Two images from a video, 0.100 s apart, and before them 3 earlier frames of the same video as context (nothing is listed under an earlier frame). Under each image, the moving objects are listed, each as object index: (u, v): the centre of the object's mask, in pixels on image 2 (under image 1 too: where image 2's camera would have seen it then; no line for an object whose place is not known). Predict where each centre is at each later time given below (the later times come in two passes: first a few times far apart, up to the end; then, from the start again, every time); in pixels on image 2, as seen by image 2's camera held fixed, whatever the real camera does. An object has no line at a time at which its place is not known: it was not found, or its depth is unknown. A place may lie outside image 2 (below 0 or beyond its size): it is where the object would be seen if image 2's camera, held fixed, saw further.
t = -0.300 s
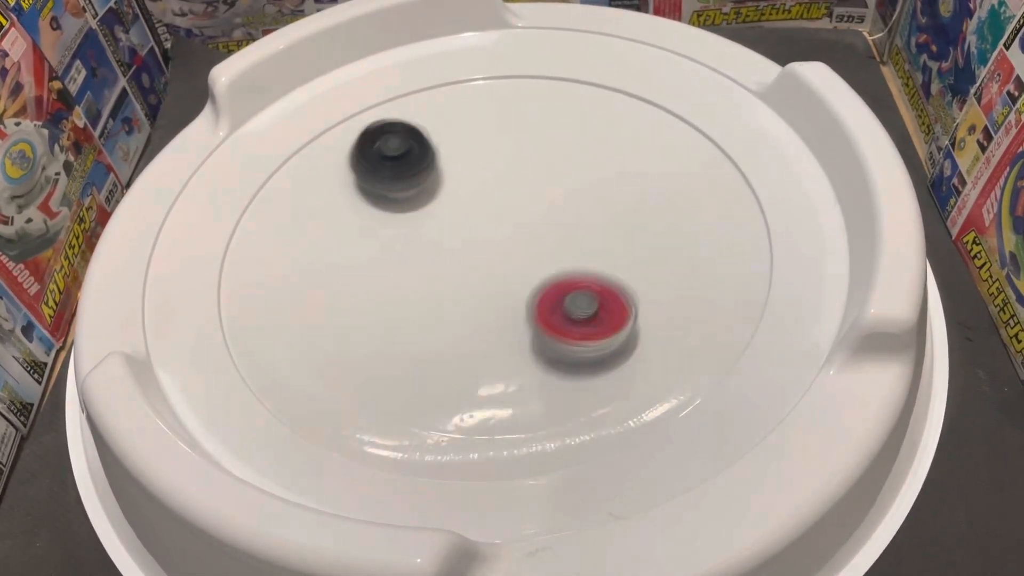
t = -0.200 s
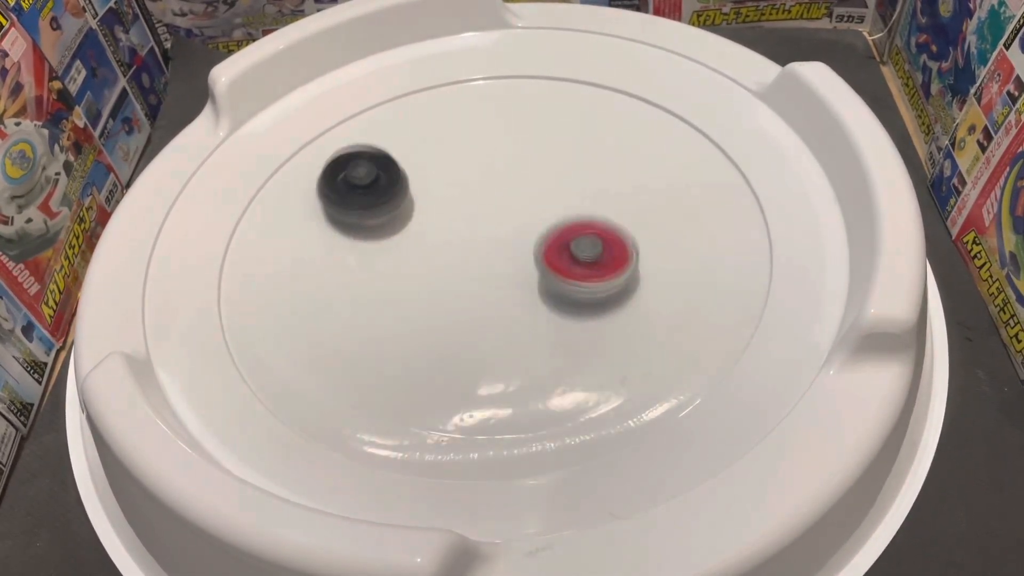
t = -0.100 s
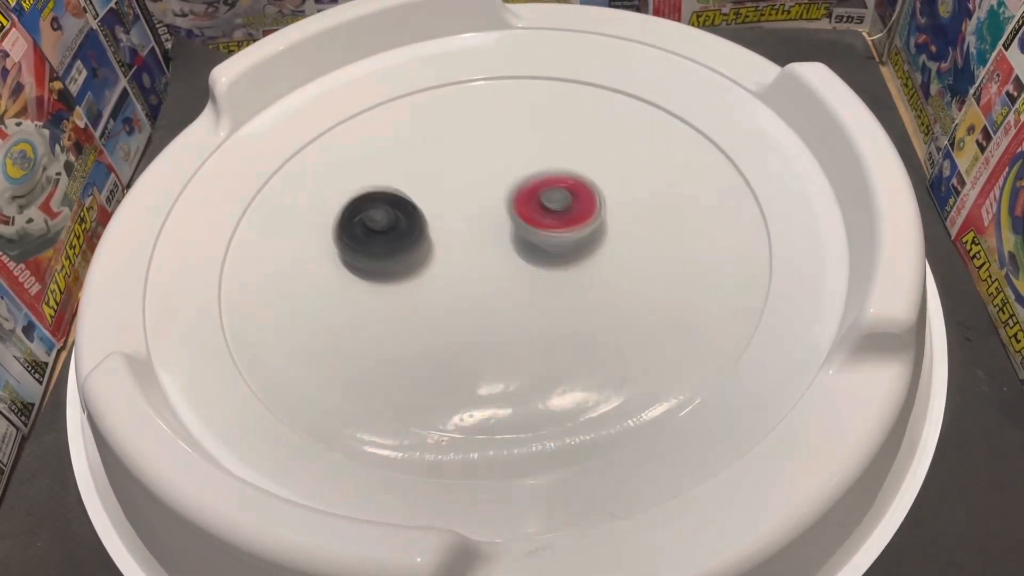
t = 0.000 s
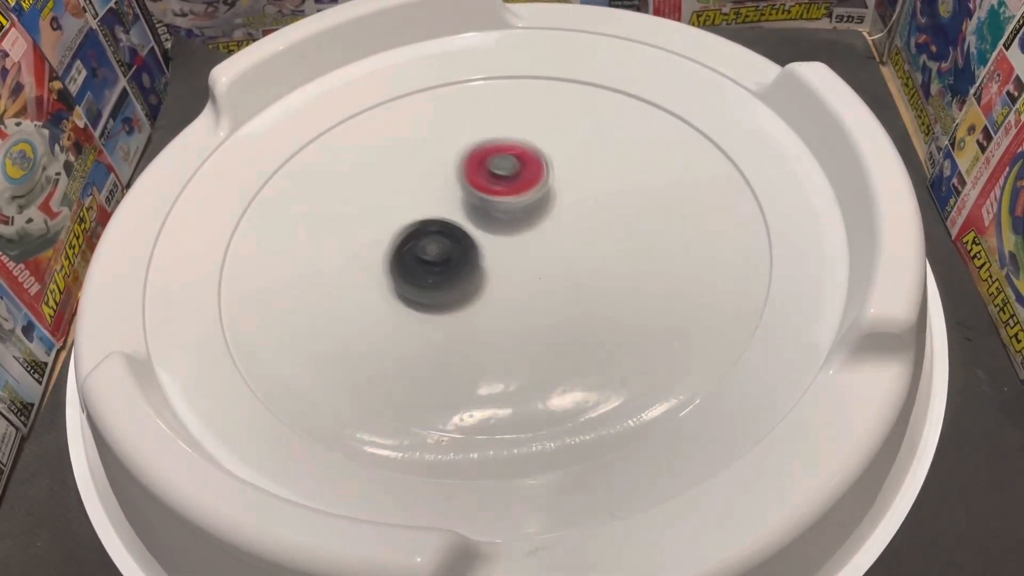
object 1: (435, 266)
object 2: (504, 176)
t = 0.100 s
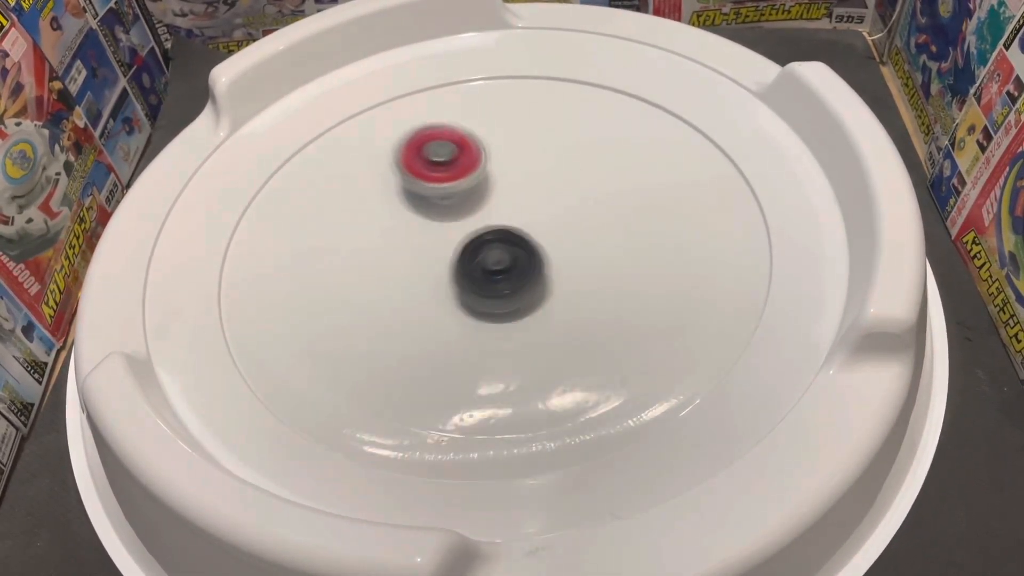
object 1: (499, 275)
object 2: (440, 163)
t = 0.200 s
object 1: (561, 266)
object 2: (379, 173)
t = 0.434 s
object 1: (636, 201)
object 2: (366, 276)
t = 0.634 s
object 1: (555, 197)
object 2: (513, 298)
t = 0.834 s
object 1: (476, 273)
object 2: (630, 226)
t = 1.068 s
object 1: (488, 355)
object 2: (588, 145)
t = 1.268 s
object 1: (558, 325)
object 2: (477, 200)
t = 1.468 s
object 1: (561, 265)
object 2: (359, 258)
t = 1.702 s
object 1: (467, 230)
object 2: (253, 333)
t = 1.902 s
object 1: (392, 259)
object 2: (351, 380)
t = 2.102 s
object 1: (420, 223)
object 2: (516, 397)
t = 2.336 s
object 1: (425, 141)
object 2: (693, 355)
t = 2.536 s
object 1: (441, 147)
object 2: (743, 262)
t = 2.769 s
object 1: (517, 209)
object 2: (653, 186)
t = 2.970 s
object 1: (549, 269)
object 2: (574, 151)
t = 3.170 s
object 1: (571, 322)
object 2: (477, 143)
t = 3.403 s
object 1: (572, 355)
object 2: (399, 207)
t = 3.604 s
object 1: (516, 326)
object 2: (414, 286)
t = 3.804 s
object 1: (496, 288)
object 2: (395, 308)
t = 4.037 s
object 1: (497, 212)
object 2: (438, 296)
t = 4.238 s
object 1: (505, 164)
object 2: (469, 239)
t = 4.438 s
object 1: (550, 124)
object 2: (419, 269)
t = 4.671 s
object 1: (554, 172)
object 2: (449, 319)
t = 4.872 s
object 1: (523, 223)
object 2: (515, 297)
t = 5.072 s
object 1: (469, 206)
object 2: (536, 277)
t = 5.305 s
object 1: (428, 185)
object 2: (506, 234)
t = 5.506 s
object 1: (420, 196)
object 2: (492, 234)
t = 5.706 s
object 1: (445, 231)
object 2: (528, 267)
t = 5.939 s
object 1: (454, 281)
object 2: (557, 289)
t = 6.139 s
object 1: (435, 314)
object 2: (534, 277)
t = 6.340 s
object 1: (431, 323)
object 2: (502, 257)
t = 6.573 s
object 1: (456, 293)
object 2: (506, 214)
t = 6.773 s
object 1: (500, 279)
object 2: (537, 192)
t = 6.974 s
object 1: (538, 291)
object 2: (562, 199)
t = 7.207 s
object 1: (542, 315)
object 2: (554, 227)
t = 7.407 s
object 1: (523, 306)
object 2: (522, 222)
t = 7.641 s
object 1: (508, 297)
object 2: (512, 189)
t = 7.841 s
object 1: (509, 285)
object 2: (509, 192)
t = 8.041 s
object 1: (514, 284)
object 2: (486, 214)
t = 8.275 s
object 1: (480, 282)
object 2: (473, 224)
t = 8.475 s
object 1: (479, 285)
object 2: (471, 221)
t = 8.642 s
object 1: (479, 280)
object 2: (471, 221)
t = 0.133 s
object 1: (521, 273)
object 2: (419, 163)
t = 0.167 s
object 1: (542, 270)
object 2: (398, 166)
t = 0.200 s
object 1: (561, 266)
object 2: (379, 173)
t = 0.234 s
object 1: (578, 259)
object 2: (362, 184)
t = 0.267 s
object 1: (595, 252)
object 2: (350, 198)
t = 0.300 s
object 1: (609, 243)
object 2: (341, 213)
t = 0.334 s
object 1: (621, 234)
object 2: (338, 228)
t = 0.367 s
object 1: (630, 223)
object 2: (342, 246)
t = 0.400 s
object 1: (635, 212)
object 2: (351, 262)
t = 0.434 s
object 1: (636, 201)
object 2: (366, 276)
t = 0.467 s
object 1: (632, 191)
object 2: (386, 289)
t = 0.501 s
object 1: (622, 184)
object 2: (409, 297)
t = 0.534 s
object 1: (607, 181)
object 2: (434, 302)
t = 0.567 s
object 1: (590, 183)
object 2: (461, 304)
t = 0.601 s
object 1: (572, 188)
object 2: (488, 302)
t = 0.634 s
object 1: (555, 197)
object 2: (513, 298)
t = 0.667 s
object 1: (538, 204)
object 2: (537, 289)
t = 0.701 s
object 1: (521, 213)
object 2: (560, 278)
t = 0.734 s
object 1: (506, 229)
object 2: (580, 266)
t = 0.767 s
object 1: (495, 245)
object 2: (602, 255)
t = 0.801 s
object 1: (484, 259)
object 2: (618, 241)
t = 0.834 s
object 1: (476, 273)
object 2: (630, 226)
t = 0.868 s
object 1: (470, 287)
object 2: (639, 210)
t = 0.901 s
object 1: (467, 300)
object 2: (643, 194)
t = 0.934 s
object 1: (466, 313)
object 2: (641, 177)
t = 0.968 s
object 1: (468, 325)
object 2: (635, 164)
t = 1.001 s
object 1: (472, 337)
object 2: (623, 155)
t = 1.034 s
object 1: (479, 347)
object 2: (607, 147)
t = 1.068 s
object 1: (488, 355)
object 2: (588, 145)
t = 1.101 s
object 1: (501, 360)
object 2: (567, 147)
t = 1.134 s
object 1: (516, 362)
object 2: (546, 152)
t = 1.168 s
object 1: (532, 359)
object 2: (526, 161)
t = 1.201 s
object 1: (546, 350)
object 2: (508, 173)
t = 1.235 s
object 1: (555, 338)
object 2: (491, 186)
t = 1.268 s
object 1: (558, 325)
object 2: (477, 200)
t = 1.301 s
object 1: (556, 312)
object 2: (464, 216)
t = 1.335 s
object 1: (550, 299)
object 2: (455, 233)
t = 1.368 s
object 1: (541, 287)
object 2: (448, 251)
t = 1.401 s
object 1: (547, 279)
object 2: (422, 256)
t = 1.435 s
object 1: (559, 273)
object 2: (386, 258)
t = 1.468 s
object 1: (561, 265)
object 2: (359, 258)
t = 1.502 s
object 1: (554, 255)
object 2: (335, 263)
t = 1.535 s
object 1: (543, 248)
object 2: (317, 273)
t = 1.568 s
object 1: (529, 241)
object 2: (301, 284)
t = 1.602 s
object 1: (514, 236)
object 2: (286, 296)
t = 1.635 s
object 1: (499, 232)
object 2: (271, 308)
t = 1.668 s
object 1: (483, 230)
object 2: (259, 321)
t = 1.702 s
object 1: (467, 230)
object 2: (253, 333)
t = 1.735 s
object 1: (451, 230)
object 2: (254, 349)
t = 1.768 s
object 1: (436, 233)
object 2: (263, 363)
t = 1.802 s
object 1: (422, 237)
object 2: (279, 375)
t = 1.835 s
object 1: (410, 243)
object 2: (302, 384)
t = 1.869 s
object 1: (400, 250)
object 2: (327, 384)
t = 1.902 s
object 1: (392, 259)
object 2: (351, 380)
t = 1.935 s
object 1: (389, 269)
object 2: (377, 371)
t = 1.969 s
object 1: (390, 277)
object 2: (403, 363)
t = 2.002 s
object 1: (393, 280)
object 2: (426, 351)
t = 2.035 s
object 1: (405, 277)
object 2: (452, 356)
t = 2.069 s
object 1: (413, 247)
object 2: (486, 384)
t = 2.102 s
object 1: (420, 223)
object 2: (516, 397)
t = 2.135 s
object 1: (424, 202)
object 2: (546, 400)
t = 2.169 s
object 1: (424, 186)
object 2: (573, 397)
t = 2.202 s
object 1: (425, 174)
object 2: (600, 391)
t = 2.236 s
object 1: (425, 164)
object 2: (626, 384)
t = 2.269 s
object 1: (424, 156)
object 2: (650, 377)
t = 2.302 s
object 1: (424, 148)
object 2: (673, 367)
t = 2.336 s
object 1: (425, 141)
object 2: (693, 355)
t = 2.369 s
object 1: (425, 135)
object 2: (710, 342)
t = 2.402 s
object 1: (426, 131)
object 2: (724, 326)
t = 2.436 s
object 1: (427, 131)
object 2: (735, 311)
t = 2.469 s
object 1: (429, 134)
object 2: (744, 292)
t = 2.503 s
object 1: (434, 140)
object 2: (745, 278)
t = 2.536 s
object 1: (441, 147)
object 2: (743, 262)
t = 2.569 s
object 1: (450, 156)
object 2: (737, 249)
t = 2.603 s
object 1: (460, 165)
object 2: (729, 234)
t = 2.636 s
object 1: (471, 174)
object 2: (717, 223)
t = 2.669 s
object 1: (482, 183)
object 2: (703, 212)
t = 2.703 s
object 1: (494, 191)
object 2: (687, 202)
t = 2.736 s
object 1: (506, 200)
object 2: (672, 193)
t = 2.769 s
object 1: (517, 209)
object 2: (653, 186)
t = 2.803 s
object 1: (529, 217)
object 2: (634, 179)
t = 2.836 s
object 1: (539, 227)
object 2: (616, 173)
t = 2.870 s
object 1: (541, 238)
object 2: (610, 160)
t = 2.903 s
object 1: (541, 249)
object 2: (603, 155)
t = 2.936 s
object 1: (545, 259)
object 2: (590, 152)
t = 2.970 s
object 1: (549, 269)
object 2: (574, 151)
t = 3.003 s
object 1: (554, 278)
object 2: (557, 148)
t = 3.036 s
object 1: (559, 287)
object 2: (542, 146)
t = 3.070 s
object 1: (562, 296)
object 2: (526, 142)
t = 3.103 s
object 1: (566, 306)
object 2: (510, 141)
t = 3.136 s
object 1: (569, 314)
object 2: (494, 140)
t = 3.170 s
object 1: (571, 322)
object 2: (477, 143)
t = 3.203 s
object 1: (573, 330)
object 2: (462, 147)
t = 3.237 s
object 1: (574, 337)
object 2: (448, 153)
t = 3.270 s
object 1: (575, 345)
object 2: (435, 161)
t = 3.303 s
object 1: (575, 350)
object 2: (422, 171)
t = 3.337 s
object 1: (575, 355)
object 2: (413, 182)
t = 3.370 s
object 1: (573, 356)
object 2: (405, 193)
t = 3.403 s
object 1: (572, 355)
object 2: (399, 207)
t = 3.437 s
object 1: (567, 353)
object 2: (396, 219)
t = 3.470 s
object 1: (560, 349)
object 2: (395, 233)
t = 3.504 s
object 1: (551, 344)
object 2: (397, 248)
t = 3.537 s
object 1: (539, 338)
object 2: (400, 261)
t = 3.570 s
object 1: (528, 332)
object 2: (406, 274)
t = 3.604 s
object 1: (516, 326)
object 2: (414, 286)
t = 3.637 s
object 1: (516, 323)
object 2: (409, 288)
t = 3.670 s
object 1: (520, 318)
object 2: (398, 289)
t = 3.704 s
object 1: (518, 311)
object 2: (395, 292)
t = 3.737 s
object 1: (512, 304)
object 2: (395, 297)
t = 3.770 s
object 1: (503, 296)
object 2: (394, 302)
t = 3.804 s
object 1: (496, 288)
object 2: (395, 308)
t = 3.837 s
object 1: (491, 277)
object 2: (397, 312)
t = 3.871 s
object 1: (495, 262)
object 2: (398, 315)
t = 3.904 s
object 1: (496, 250)
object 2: (404, 316)
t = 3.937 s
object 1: (495, 240)
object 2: (410, 314)
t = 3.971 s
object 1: (496, 230)
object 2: (420, 309)
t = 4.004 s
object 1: (496, 221)
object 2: (430, 303)
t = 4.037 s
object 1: (497, 212)
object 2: (438, 296)
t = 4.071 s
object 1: (498, 203)
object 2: (446, 287)
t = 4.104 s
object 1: (499, 194)
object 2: (452, 278)
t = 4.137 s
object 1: (501, 186)
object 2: (458, 269)
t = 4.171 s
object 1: (502, 179)
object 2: (463, 258)
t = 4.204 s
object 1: (504, 171)
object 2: (466, 250)
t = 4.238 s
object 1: (505, 164)
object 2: (469, 239)
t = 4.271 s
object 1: (507, 158)
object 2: (472, 231)
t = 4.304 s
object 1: (507, 152)
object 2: (474, 221)
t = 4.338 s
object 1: (514, 144)
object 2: (464, 219)
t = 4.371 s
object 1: (526, 132)
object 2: (441, 239)
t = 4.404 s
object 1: (541, 125)
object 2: (426, 254)
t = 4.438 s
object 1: (550, 124)
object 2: (419, 269)
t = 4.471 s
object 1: (554, 125)
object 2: (417, 277)
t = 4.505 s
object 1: (555, 130)
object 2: (418, 287)
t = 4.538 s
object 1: (556, 135)
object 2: (419, 295)
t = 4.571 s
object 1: (557, 144)
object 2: (424, 303)
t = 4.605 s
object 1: (557, 153)
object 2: (429, 309)
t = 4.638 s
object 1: (556, 162)
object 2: (438, 315)
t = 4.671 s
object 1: (554, 172)
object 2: (449, 319)
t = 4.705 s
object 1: (551, 181)
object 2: (460, 320)
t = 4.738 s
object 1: (547, 191)
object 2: (473, 319)
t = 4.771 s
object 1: (542, 201)
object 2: (485, 316)
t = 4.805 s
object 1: (536, 211)
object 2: (496, 311)
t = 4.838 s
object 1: (529, 220)
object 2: (506, 306)
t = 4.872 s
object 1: (523, 223)
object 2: (515, 297)
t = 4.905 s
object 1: (512, 225)
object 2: (522, 295)
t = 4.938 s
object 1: (503, 218)
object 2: (526, 298)
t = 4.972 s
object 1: (493, 214)
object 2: (529, 296)
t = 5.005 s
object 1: (487, 211)
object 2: (534, 290)
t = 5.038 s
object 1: (478, 209)
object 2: (536, 284)
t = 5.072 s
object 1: (469, 206)
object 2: (536, 277)
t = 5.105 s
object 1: (462, 203)
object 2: (534, 269)
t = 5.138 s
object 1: (454, 199)
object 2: (533, 263)
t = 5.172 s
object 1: (448, 195)
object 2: (528, 256)
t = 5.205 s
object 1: (443, 191)
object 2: (523, 251)
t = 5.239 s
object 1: (437, 188)
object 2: (518, 246)
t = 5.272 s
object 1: (433, 186)
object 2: (512, 239)
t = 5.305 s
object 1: (428, 185)
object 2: (506, 234)
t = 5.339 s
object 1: (424, 184)
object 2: (499, 229)
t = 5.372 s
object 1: (420, 185)
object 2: (491, 225)
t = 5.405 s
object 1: (419, 185)
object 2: (491, 227)
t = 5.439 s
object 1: (417, 188)
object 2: (491, 230)
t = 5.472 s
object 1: (418, 192)
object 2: (490, 231)
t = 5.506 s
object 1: (420, 196)
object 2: (492, 234)
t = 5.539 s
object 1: (424, 202)
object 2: (498, 240)
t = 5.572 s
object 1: (427, 205)
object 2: (505, 246)
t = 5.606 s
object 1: (431, 211)
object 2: (511, 251)
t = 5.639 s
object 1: (437, 218)
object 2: (517, 256)
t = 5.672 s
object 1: (442, 224)
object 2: (523, 261)
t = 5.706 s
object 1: (445, 231)
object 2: (528, 267)
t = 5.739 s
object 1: (449, 238)
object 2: (533, 270)
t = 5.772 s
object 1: (452, 244)
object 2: (537, 275)
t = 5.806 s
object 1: (454, 251)
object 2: (542, 279)
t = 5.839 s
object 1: (455, 259)
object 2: (546, 282)
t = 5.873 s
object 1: (456, 266)
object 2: (550, 286)
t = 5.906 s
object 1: (456, 273)
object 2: (555, 288)
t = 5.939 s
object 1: (454, 281)
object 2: (557, 289)
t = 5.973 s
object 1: (453, 287)
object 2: (557, 288)
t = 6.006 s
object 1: (450, 293)
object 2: (557, 286)
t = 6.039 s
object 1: (447, 299)
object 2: (553, 284)
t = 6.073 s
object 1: (443, 305)
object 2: (548, 281)
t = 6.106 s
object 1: (440, 309)
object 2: (542, 279)
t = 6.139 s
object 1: (435, 314)
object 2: (534, 277)
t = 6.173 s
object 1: (432, 318)
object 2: (527, 275)
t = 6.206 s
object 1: (429, 321)
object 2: (520, 272)
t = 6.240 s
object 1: (428, 324)
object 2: (513, 271)
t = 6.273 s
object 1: (427, 325)
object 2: (507, 266)
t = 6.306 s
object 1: (428, 325)
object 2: (504, 263)
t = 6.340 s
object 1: (431, 323)
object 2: (502, 257)
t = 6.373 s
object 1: (433, 320)
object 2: (500, 250)
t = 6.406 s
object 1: (436, 316)
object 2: (497, 245)
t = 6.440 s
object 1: (440, 310)
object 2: (496, 239)
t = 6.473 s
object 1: (443, 305)
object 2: (498, 232)
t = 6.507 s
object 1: (445, 302)
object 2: (503, 224)
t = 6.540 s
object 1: (448, 298)
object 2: (504, 219)
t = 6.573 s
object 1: (456, 293)
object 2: (506, 214)
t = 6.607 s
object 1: (463, 288)
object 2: (510, 208)
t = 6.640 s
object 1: (470, 284)
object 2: (516, 203)
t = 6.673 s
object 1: (477, 282)
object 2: (521, 199)
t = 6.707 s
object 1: (484, 281)
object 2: (526, 197)
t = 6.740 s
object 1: (491, 280)
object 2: (532, 193)
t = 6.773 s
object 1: (500, 279)
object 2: (537, 192)
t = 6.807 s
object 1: (508, 280)
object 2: (543, 191)
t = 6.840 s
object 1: (516, 282)
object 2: (549, 192)
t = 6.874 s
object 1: (522, 283)
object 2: (554, 194)
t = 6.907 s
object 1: (527, 285)
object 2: (558, 194)
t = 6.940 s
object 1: (533, 289)
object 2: (561, 197)
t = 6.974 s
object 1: (538, 291)
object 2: (562, 199)
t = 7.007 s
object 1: (542, 295)
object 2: (564, 203)
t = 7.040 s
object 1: (545, 300)
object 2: (564, 208)
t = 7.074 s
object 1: (546, 304)
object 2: (562, 212)
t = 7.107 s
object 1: (549, 307)
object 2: (560, 217)
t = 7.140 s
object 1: (548, 309)
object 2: (558, 221)
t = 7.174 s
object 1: (548, 311)
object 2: (554, 226)
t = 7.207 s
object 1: (542, 315)
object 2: (554, 227)
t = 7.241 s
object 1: (540, 317)
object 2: (553, 226)
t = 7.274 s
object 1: (536, 317)
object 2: (549, 225)
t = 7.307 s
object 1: (531, 316)
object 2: (541, 223)
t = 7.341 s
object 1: (529, 313)
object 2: (536, 222)
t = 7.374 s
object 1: (525, 310)
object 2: (531, 222)
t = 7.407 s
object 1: (523, 306)
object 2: (522, 222)
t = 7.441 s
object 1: (519, 301)
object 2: (516, 221)
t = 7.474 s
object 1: (515, 300)
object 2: (513, 216)
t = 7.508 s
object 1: (516, 297)
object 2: (512, 212)
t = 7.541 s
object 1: (516, 292)
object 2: (510, 209)
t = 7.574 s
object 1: (512, 295)
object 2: (509, 202)
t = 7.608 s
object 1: (509, 297)
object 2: (509, 194)
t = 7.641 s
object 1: (508, 297)
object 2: (512, 189)
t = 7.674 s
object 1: (508, 298)
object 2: (516, 189)
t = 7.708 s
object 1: (505, 299)
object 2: (516, 192)
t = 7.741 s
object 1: (502, 299)
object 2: (512, 193)
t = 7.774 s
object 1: (500, 289)
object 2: (508, 193)
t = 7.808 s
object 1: (504, 286)
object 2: (507, 191)
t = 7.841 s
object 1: (509, 285)
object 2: (509, 192)
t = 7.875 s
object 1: (513, 284)
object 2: (511, 195)
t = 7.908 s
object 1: (514, 285)
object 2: (508, 198)
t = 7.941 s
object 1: (515, 288)
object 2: (504, 203)
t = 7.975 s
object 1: (514, 288)
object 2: (499, 205)
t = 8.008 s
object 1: (514, 287)
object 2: (495, 210)
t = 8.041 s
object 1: (514, 284)
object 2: (486, 214)
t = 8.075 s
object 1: (513, 281)
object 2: (480, 217)
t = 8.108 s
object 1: (509, 277)
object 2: (477, 220)
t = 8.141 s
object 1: (505, 274)
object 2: (475, 221)
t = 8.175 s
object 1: (496, 272)
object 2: (474, 222)
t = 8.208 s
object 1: (489, 274)
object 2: (473, 222)
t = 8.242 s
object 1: (483, 278)
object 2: (473, 222)
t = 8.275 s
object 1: (480, 282)
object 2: (473, 224)
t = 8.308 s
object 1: (479, 284)
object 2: (470, 222)
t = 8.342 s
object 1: (478, 285)
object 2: (468, 221)
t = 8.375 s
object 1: (479, 286)
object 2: (467, 222)
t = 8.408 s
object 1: (479, 287)
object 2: (467, 222)
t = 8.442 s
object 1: (479, 287)
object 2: (469, 222)
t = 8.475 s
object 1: (479, 285)
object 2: (471, 221)
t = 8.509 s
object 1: (479, 285)
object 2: (472, 221)
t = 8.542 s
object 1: (478, 284)
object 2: (471, 221)
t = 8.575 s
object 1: (479, 283)
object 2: (471, 220)
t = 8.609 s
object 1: (479, 282)
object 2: (471, 221)
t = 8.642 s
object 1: (479, 280)
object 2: (471, 221)
